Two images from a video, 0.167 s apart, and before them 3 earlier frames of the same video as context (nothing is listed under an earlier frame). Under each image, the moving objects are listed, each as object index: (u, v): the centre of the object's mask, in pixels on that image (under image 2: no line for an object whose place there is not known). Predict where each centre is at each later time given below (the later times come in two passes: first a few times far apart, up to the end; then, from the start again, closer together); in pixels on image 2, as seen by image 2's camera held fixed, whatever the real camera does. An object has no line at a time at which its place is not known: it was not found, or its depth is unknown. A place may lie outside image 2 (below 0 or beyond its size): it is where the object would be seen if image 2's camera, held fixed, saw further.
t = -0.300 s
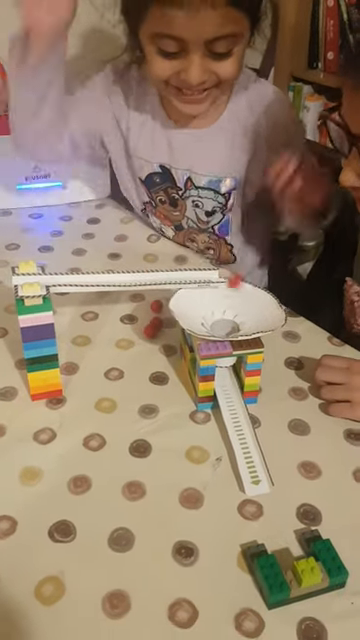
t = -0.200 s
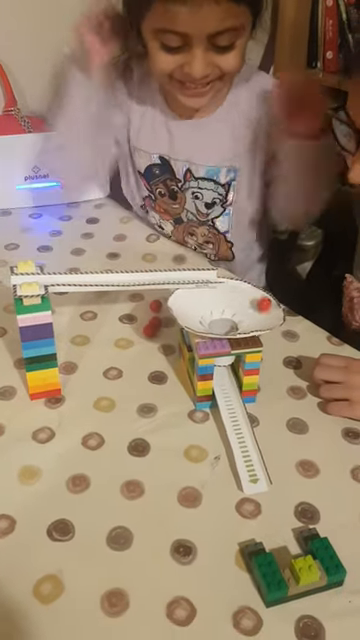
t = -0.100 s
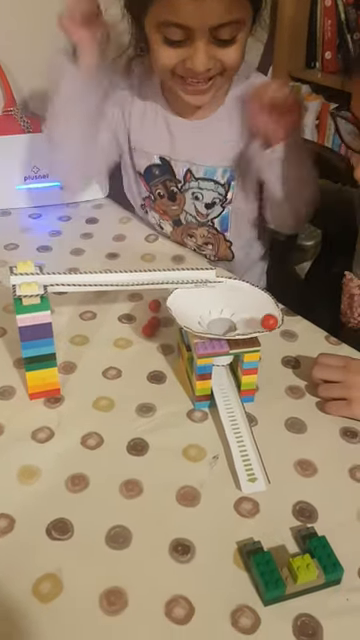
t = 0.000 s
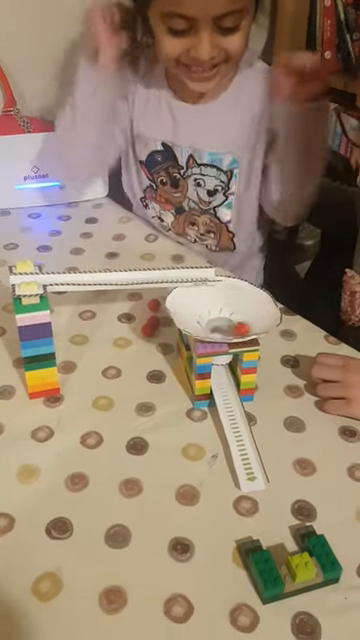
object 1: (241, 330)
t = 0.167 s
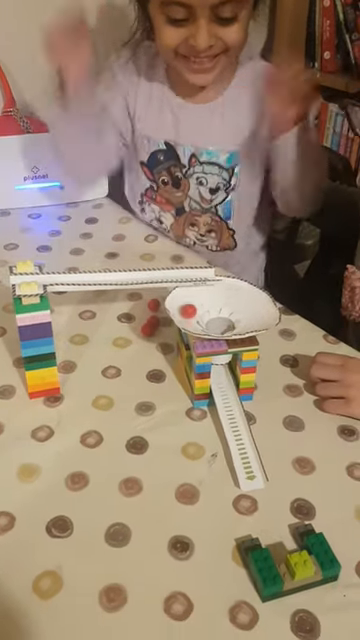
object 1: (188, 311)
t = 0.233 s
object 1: (187, 297)
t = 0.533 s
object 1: (216, 373)
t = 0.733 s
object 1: (225, 405)
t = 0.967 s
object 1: (247, 468)
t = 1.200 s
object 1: (266, 529)
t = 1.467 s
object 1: (261, 531)
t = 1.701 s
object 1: (259, 531)
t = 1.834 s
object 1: (262, 533)
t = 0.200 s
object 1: (186, 303)
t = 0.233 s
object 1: (187, 297)
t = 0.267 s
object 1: (190, 293)
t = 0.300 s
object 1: (194, 292)
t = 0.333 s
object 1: (199, 293)
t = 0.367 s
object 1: (205, 298)
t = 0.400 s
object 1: (211, 306)
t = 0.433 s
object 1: (218, 317)
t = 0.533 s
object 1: (216, 373)
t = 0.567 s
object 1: (227, 371)
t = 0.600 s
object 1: (226, 379)
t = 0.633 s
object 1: (224, 386)
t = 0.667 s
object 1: (223, 393)
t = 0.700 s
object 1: (222, 399)
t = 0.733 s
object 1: (225, 405)
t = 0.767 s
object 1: (229, 412)
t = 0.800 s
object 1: (232, 419)
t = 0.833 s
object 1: (235, 427)
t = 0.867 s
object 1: (238, 435)
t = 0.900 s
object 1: (241, 445)
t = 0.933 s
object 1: (243, 456)
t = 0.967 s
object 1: (247, 468)
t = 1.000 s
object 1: (248, 481)
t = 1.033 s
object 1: (251, 496)
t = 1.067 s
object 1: (252, 507)
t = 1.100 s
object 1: (256, 522)
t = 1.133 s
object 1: (259, 527)
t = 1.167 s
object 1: (262, 528)
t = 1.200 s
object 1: (266, 529)
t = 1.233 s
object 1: (268, 530)
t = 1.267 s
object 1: (270, 531)
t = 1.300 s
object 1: (270, 532)
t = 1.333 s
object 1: (270, 532)
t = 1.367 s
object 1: (268, 532)
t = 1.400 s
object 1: (267, 532)
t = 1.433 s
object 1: (264, 531)
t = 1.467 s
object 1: (261, 531)
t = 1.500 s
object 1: (259, 531)
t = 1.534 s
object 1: (258, 530)
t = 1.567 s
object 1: (257, 530)
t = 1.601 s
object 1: (257, 530)
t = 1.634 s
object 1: (258, 530)
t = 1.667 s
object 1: (258, 531)
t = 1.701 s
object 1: (259, 531)
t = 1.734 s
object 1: (260, 532)
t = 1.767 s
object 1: (261, 532)
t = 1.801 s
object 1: (262, 532)
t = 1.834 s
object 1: (262, 533)
